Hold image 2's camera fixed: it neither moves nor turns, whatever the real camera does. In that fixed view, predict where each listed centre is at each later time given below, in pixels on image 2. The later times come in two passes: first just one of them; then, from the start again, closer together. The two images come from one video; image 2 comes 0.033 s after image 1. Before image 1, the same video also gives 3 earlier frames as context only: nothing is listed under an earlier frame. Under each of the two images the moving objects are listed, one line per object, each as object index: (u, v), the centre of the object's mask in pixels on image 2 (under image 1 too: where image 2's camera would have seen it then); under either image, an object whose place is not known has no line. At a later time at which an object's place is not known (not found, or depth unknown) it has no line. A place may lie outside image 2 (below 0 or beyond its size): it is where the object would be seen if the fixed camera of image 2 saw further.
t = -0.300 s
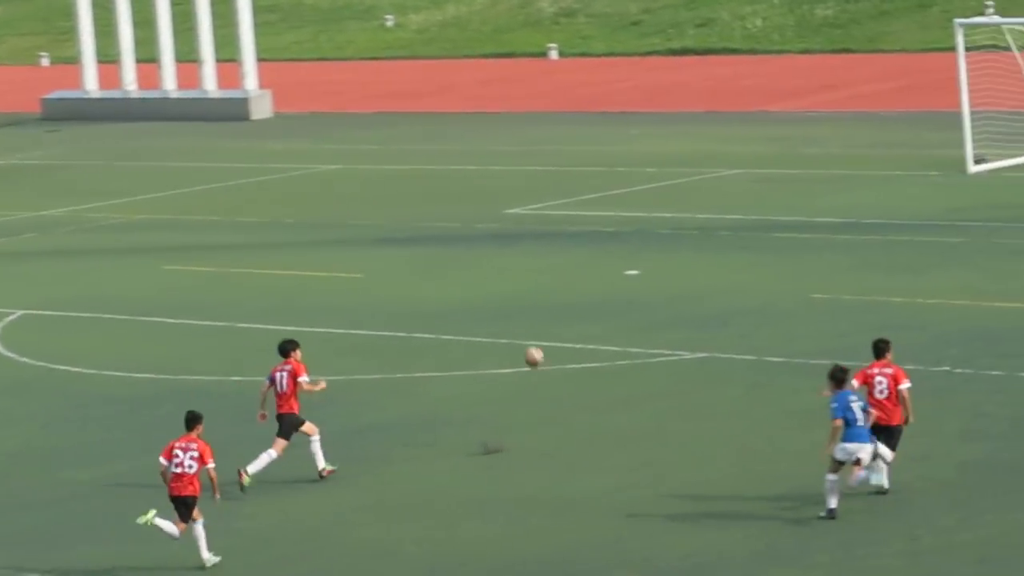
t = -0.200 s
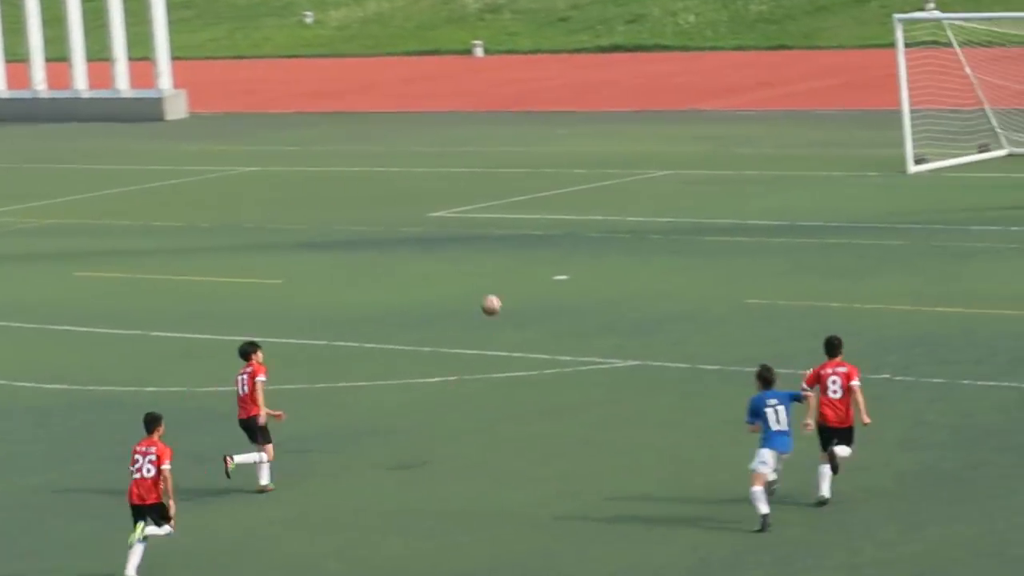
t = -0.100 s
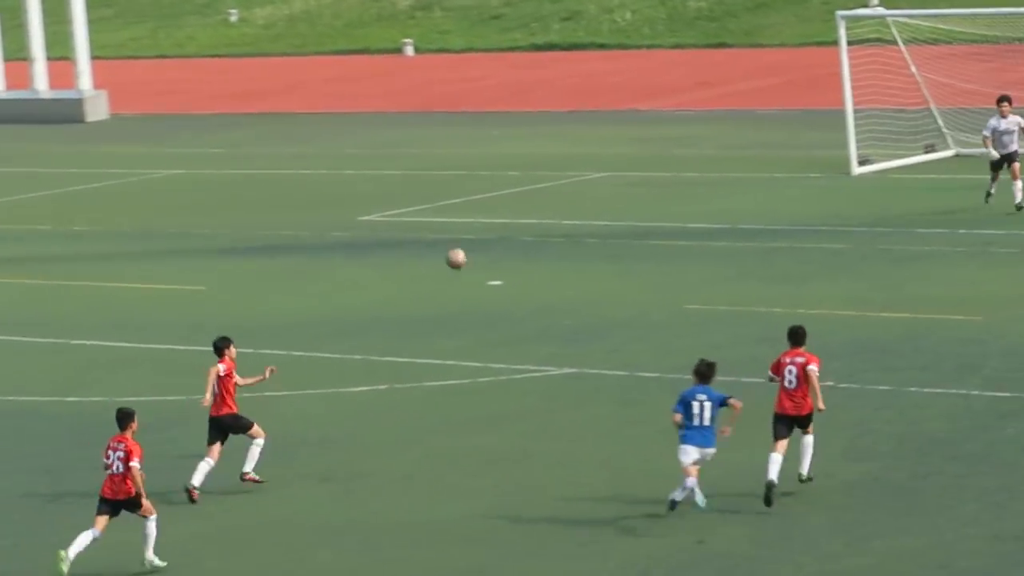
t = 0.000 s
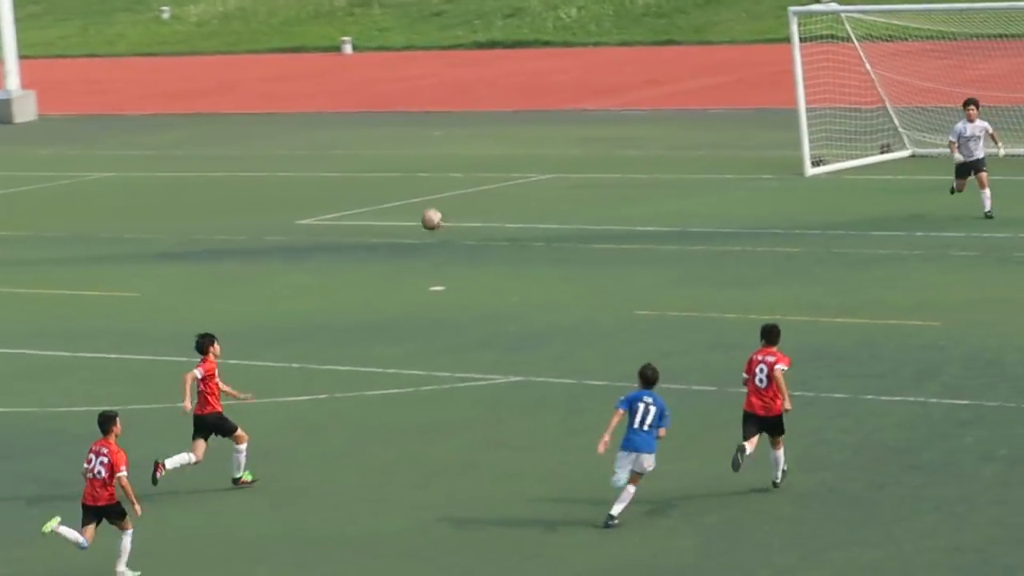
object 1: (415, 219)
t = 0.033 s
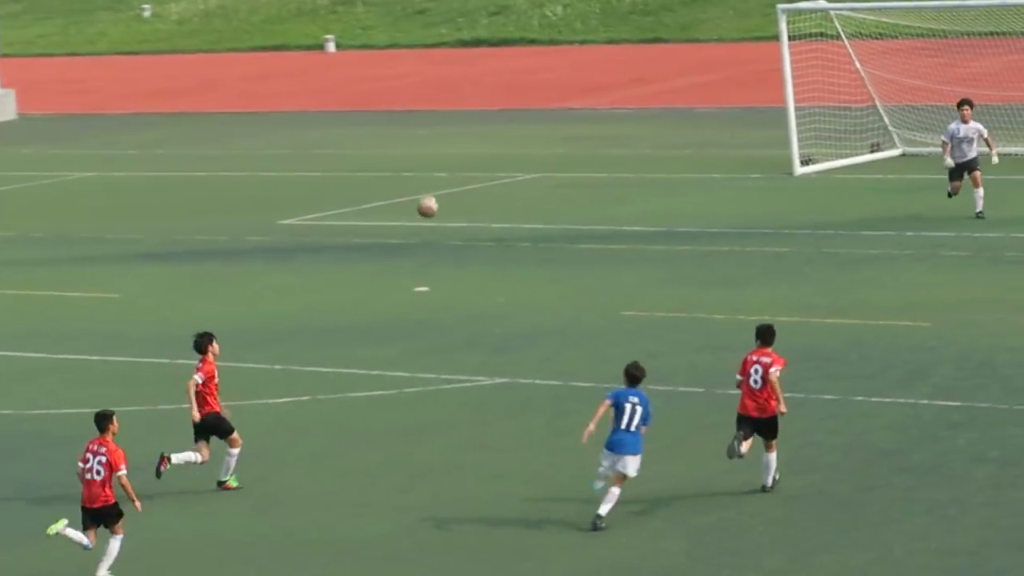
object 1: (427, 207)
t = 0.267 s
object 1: (510, 145)
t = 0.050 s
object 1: (432, 200)
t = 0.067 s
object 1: (438, 194)
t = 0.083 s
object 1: (444, 190)
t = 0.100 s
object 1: (451, 183)
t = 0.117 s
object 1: (455, 179)
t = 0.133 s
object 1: (461, 174)
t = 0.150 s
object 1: (468, 170)
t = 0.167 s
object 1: (473, 166)
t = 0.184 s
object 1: (481, 163)
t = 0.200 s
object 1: (485, 159)
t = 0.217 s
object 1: (492, 154)
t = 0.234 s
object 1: (498, 152)
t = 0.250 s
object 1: (503, 149)
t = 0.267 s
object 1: (510, 145)
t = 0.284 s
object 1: (517, 143)
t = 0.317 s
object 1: (530, 140)
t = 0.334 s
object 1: (536, 140)
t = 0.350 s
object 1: (542, 138)
